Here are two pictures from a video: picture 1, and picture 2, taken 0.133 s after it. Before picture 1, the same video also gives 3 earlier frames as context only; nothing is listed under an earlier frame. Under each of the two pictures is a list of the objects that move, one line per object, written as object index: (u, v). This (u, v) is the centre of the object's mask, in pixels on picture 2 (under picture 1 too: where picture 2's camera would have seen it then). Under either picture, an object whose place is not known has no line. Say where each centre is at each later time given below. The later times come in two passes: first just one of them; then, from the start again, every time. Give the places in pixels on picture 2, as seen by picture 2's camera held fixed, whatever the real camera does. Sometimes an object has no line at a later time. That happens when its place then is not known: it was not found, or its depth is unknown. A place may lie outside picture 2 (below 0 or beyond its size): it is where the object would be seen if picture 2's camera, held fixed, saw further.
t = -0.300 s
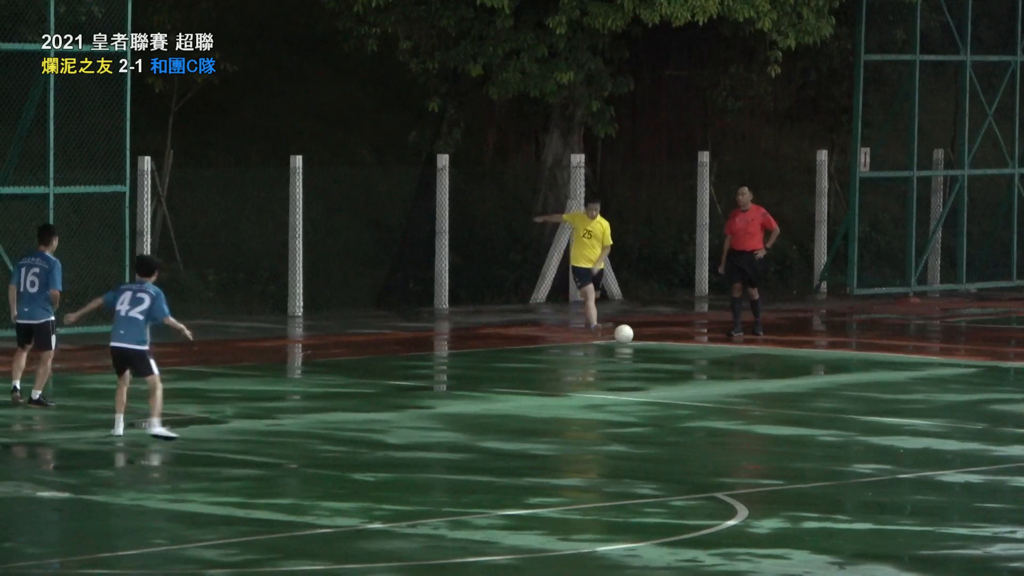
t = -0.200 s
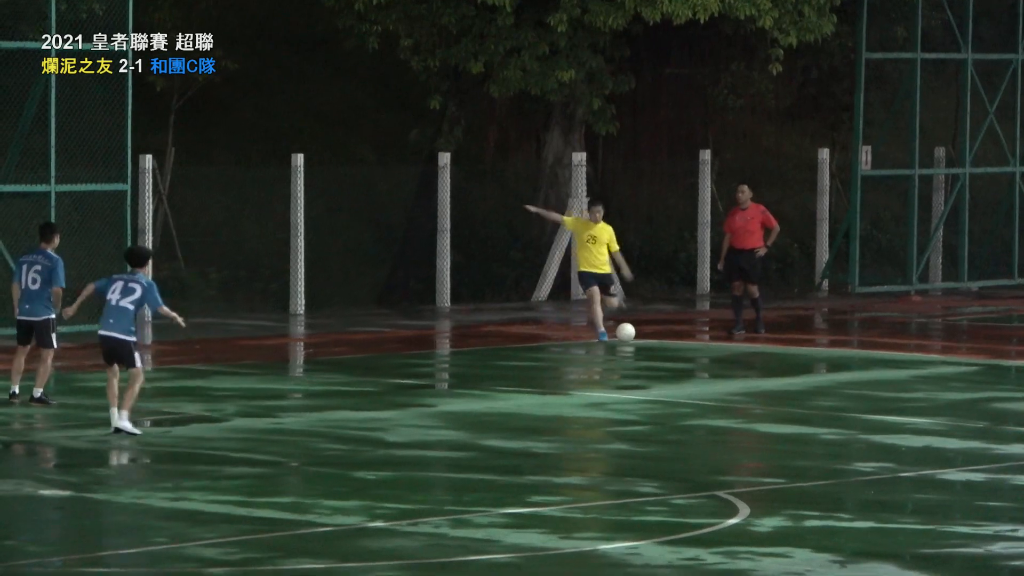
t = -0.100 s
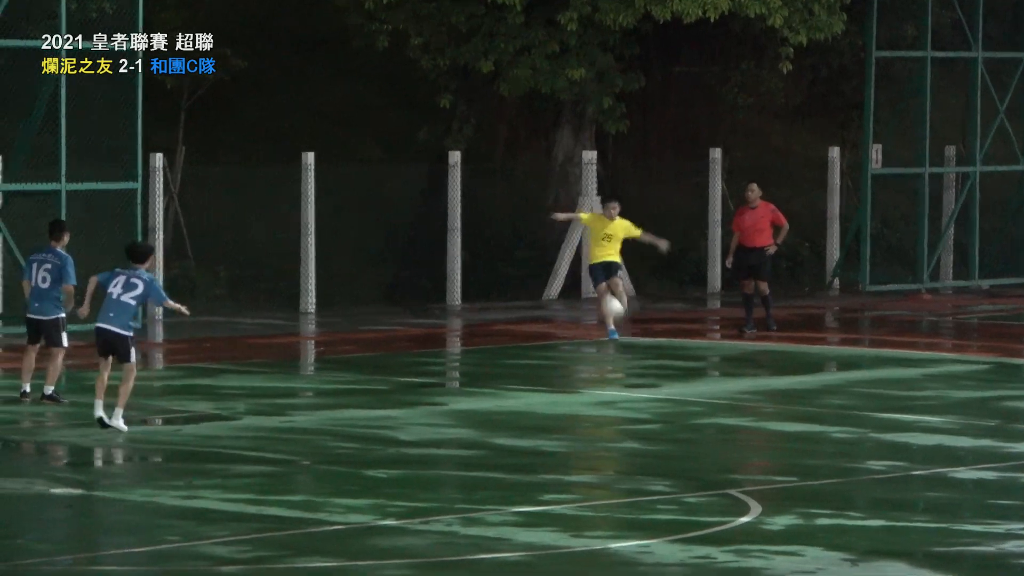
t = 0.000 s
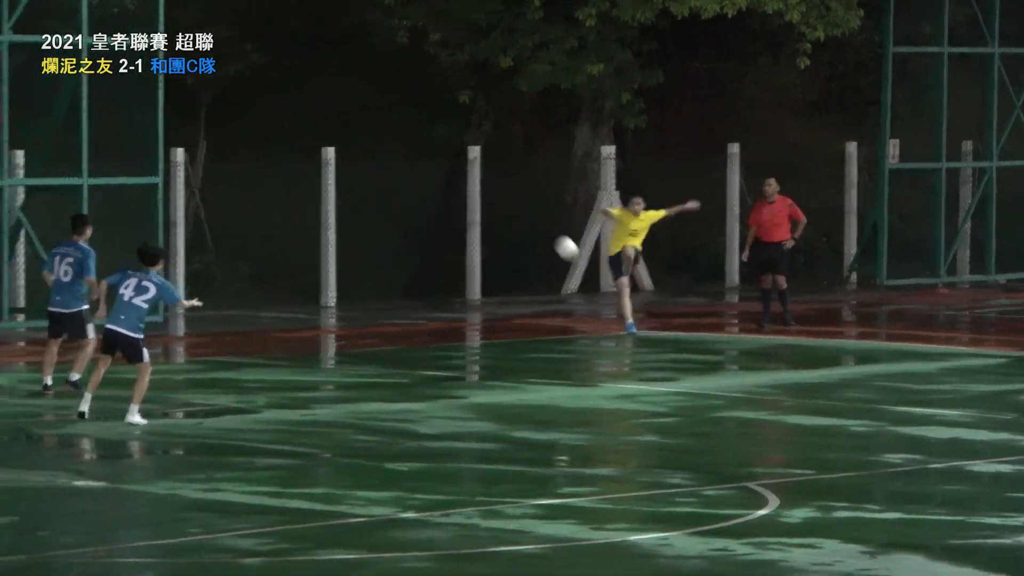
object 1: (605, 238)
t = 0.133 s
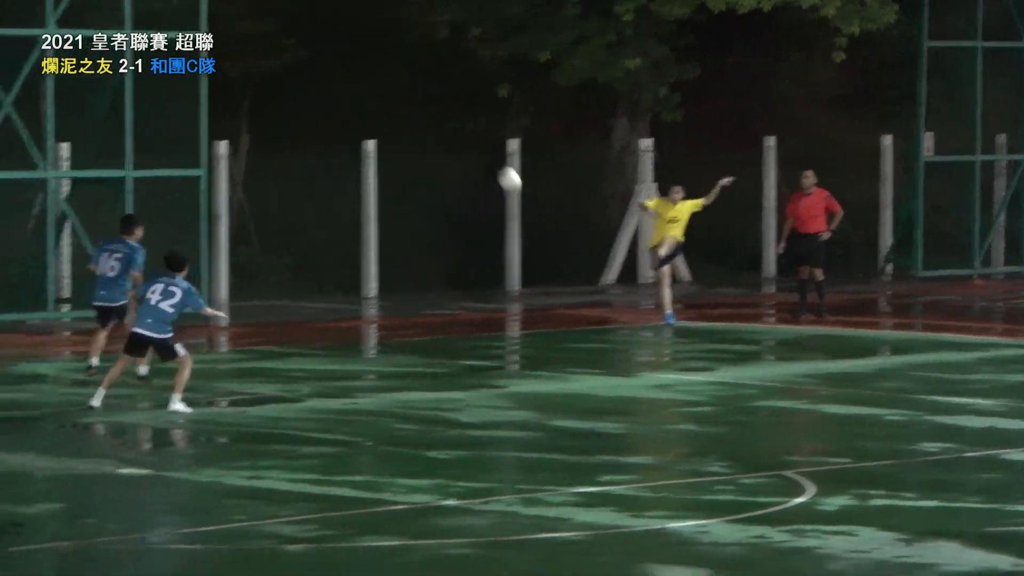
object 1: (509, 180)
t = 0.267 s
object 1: (402, 135)
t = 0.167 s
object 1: (483, 167)
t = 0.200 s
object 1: (457, 156)
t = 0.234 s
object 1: (430, 145)
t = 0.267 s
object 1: (402, 135)
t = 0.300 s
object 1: (373, 125)
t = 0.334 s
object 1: (343, 116)
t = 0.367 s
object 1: (314, 109)
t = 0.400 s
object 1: (282, 102)
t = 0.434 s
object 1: (251, 96)
